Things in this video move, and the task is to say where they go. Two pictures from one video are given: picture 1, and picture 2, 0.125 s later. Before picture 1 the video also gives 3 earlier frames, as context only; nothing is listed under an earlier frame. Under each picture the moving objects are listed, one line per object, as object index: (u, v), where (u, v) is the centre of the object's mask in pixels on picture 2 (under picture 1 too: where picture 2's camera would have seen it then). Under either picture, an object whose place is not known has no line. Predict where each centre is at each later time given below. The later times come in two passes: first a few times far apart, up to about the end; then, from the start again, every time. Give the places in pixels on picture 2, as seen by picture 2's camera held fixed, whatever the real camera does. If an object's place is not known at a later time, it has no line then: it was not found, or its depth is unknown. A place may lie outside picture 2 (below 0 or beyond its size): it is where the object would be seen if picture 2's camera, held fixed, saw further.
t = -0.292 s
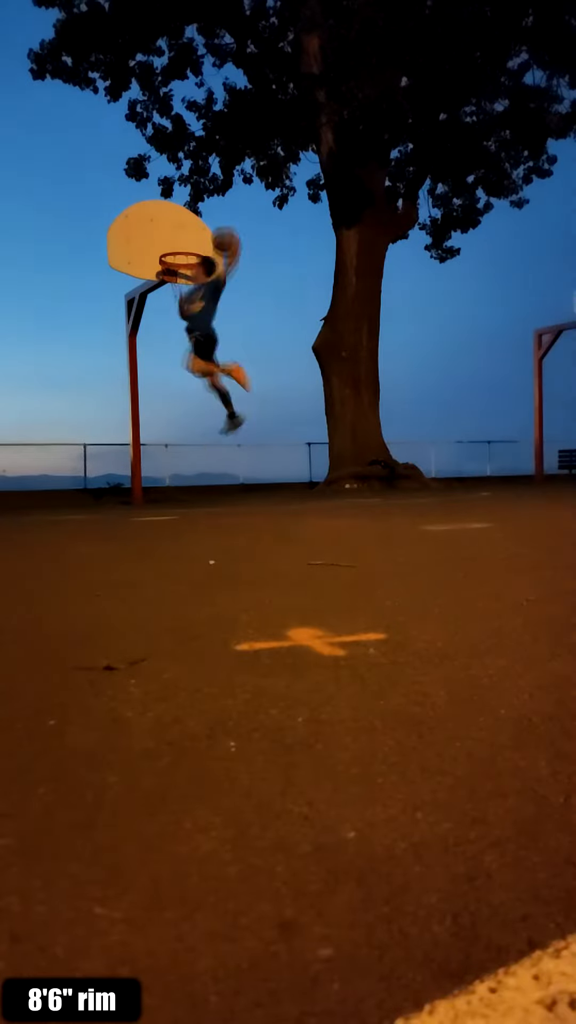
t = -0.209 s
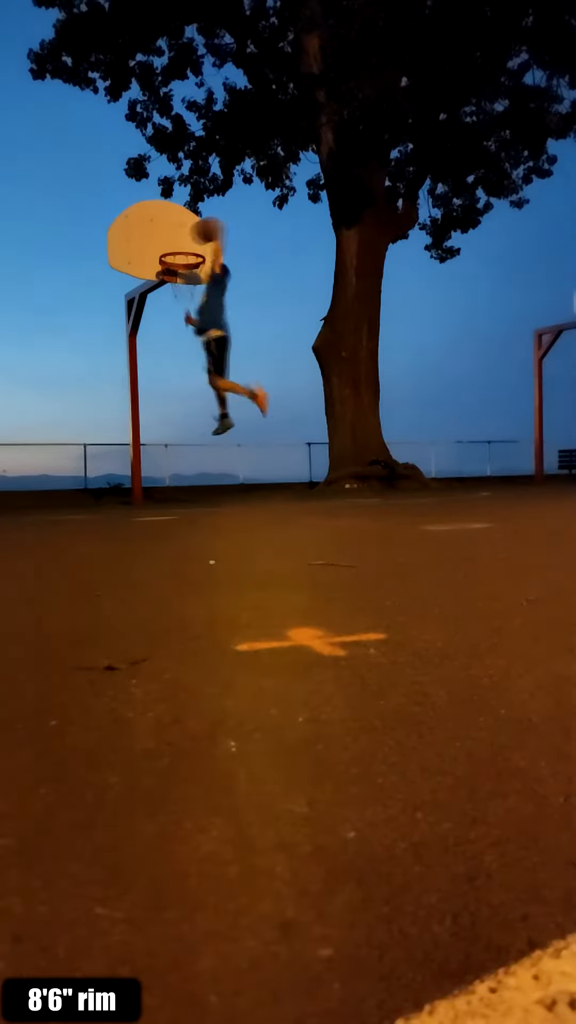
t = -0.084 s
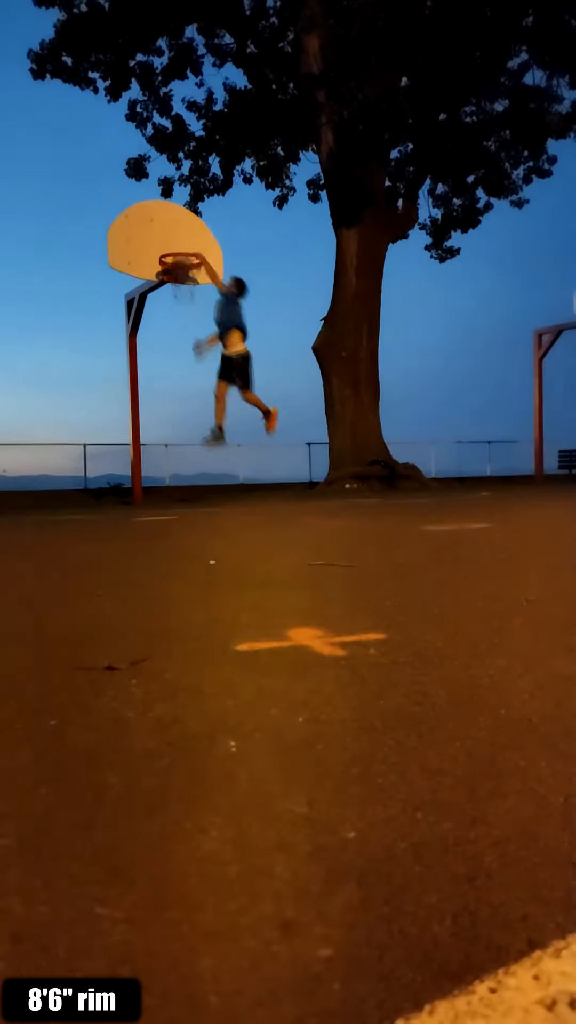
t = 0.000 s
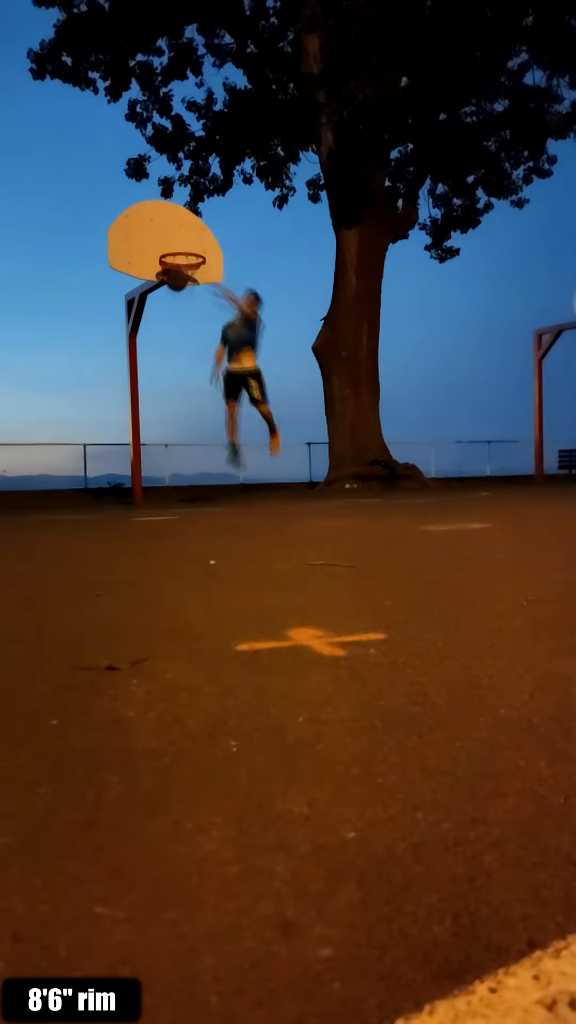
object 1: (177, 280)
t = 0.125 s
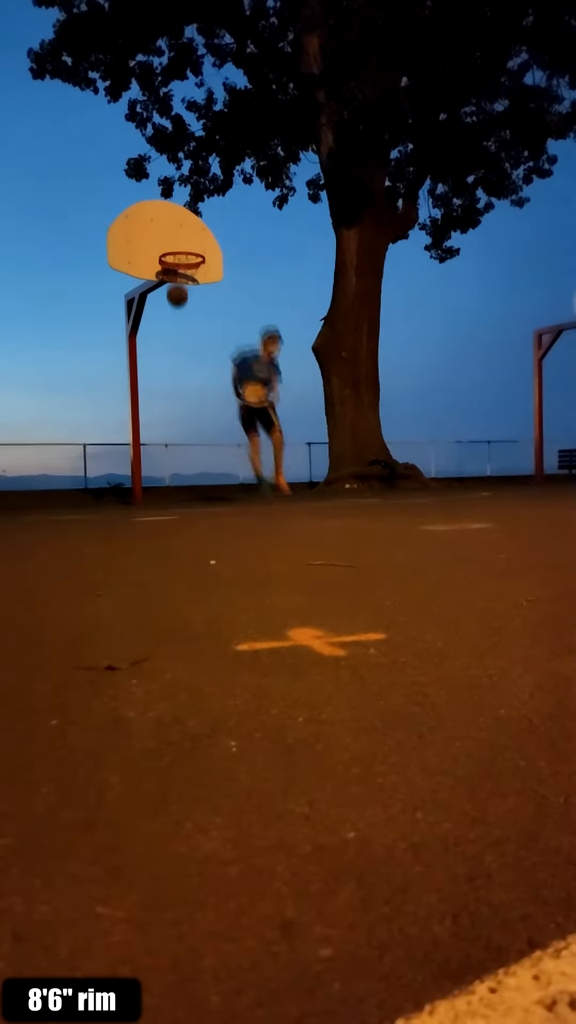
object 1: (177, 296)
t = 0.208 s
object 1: (178, 313)
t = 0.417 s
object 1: (181, 384)
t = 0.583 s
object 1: (185, 468)
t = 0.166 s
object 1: (177, 303)
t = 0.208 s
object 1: (178, 313)
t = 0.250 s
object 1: (179, 324)
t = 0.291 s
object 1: (179, 337)
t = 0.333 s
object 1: (180, 351)
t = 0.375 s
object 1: (180, 367)
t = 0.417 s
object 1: (181, 384)
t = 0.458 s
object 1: (182, 403)
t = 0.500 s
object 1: (183, 423)
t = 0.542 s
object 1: (184, 445)
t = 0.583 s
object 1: (185, 468)
